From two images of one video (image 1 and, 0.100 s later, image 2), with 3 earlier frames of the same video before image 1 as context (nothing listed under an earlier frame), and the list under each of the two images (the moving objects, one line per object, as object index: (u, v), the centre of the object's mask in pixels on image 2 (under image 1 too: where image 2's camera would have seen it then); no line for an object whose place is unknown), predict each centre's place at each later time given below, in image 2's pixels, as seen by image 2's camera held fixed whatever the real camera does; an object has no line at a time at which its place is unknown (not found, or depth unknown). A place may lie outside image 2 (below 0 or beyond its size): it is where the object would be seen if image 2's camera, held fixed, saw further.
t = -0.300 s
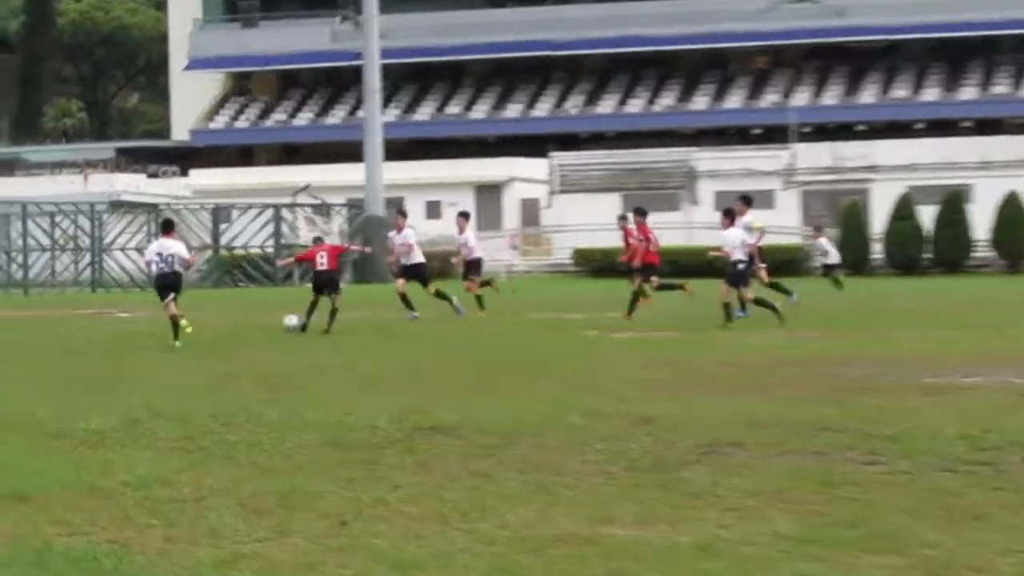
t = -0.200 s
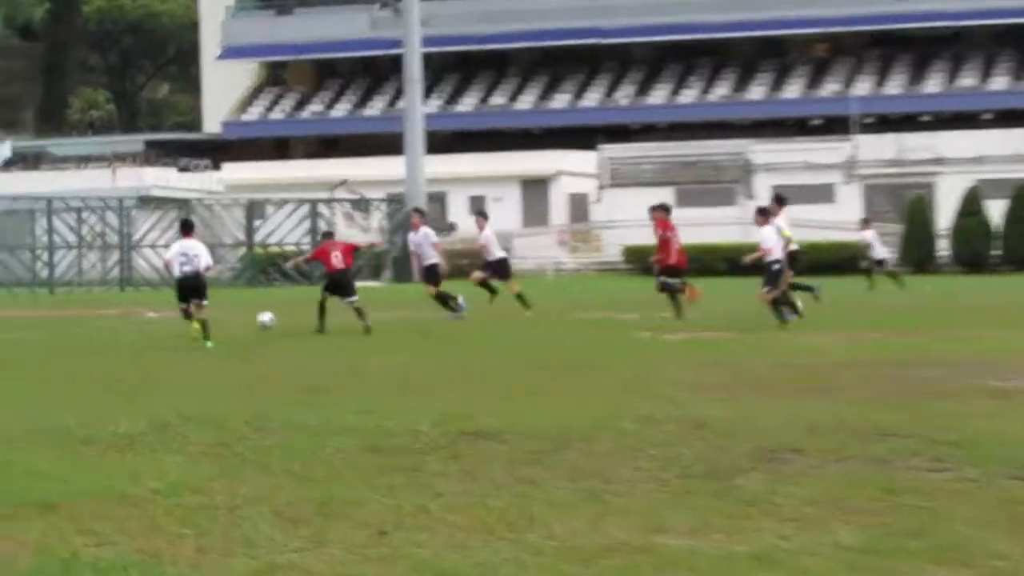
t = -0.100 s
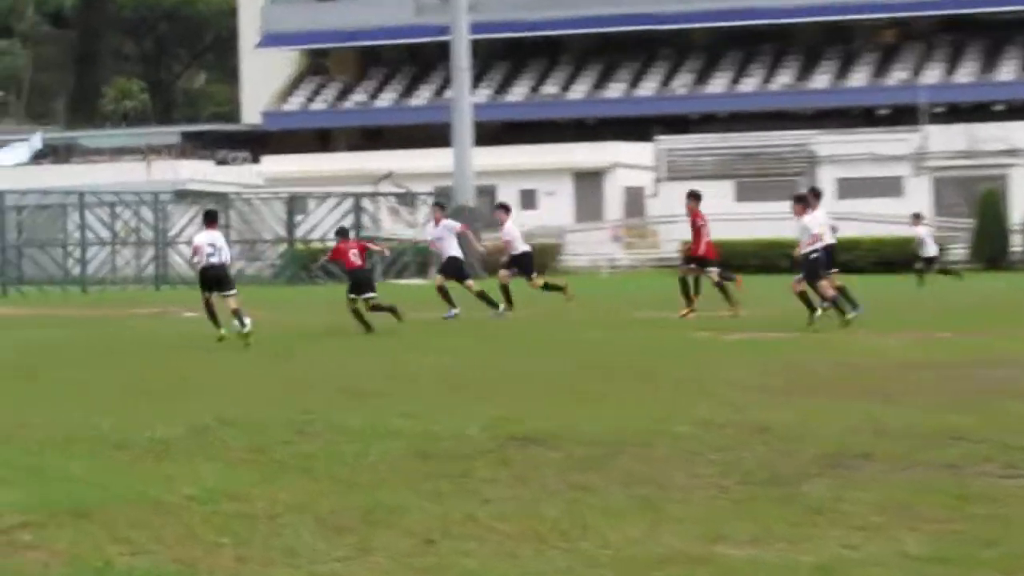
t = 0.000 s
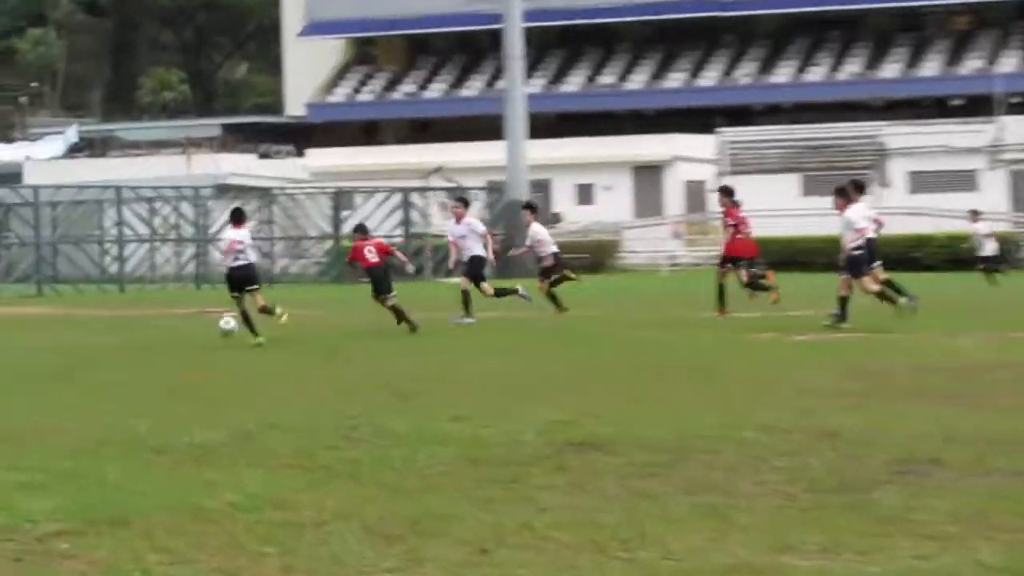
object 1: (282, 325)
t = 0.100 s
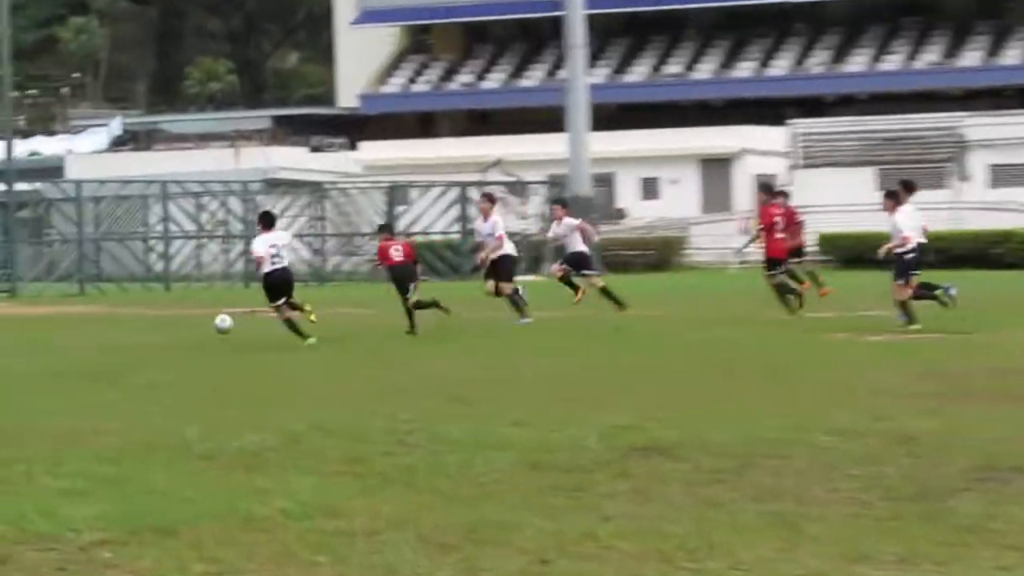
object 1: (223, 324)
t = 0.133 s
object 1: (204, 325)
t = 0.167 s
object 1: (185, 327)
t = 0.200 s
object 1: (165, 330)
